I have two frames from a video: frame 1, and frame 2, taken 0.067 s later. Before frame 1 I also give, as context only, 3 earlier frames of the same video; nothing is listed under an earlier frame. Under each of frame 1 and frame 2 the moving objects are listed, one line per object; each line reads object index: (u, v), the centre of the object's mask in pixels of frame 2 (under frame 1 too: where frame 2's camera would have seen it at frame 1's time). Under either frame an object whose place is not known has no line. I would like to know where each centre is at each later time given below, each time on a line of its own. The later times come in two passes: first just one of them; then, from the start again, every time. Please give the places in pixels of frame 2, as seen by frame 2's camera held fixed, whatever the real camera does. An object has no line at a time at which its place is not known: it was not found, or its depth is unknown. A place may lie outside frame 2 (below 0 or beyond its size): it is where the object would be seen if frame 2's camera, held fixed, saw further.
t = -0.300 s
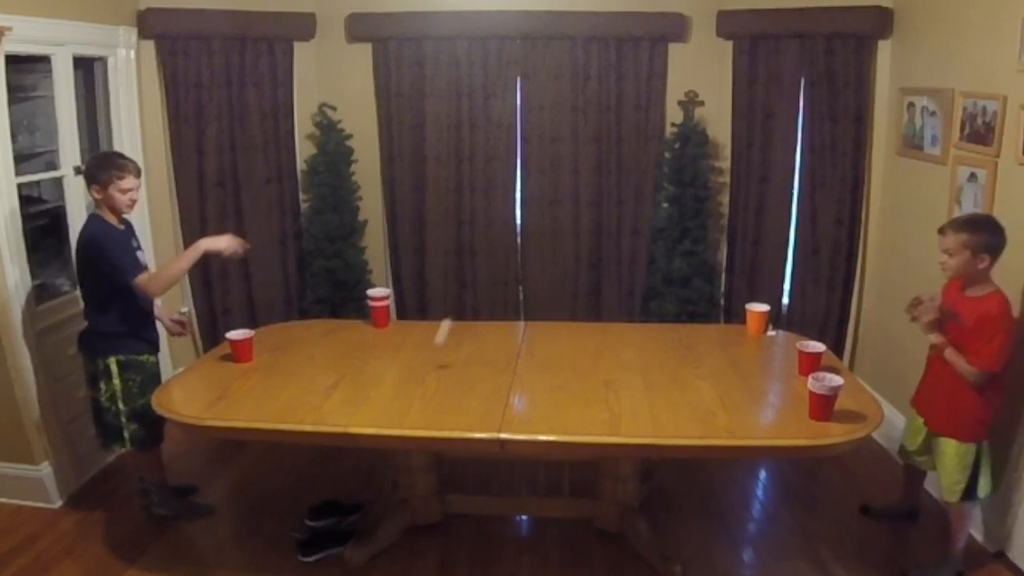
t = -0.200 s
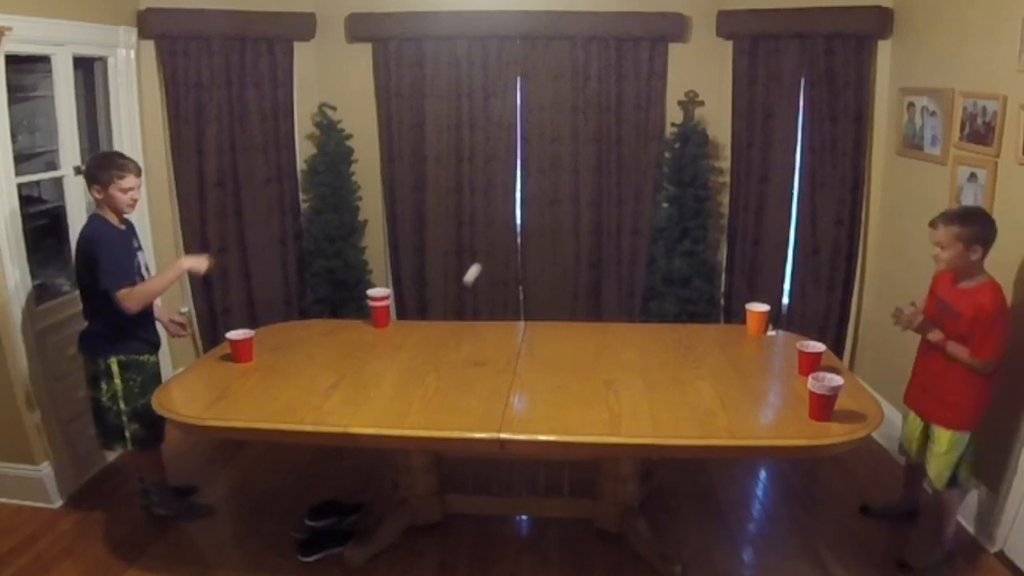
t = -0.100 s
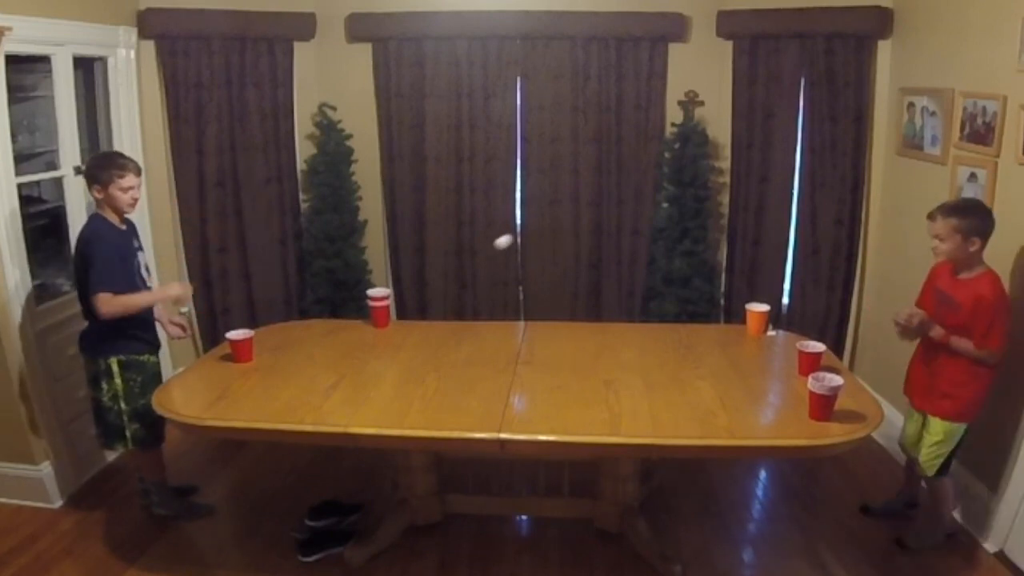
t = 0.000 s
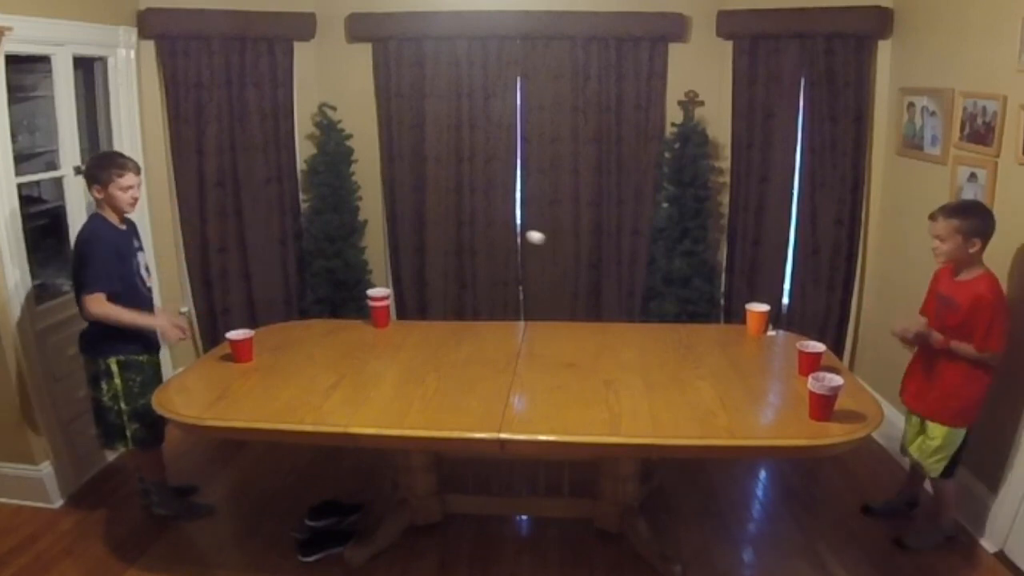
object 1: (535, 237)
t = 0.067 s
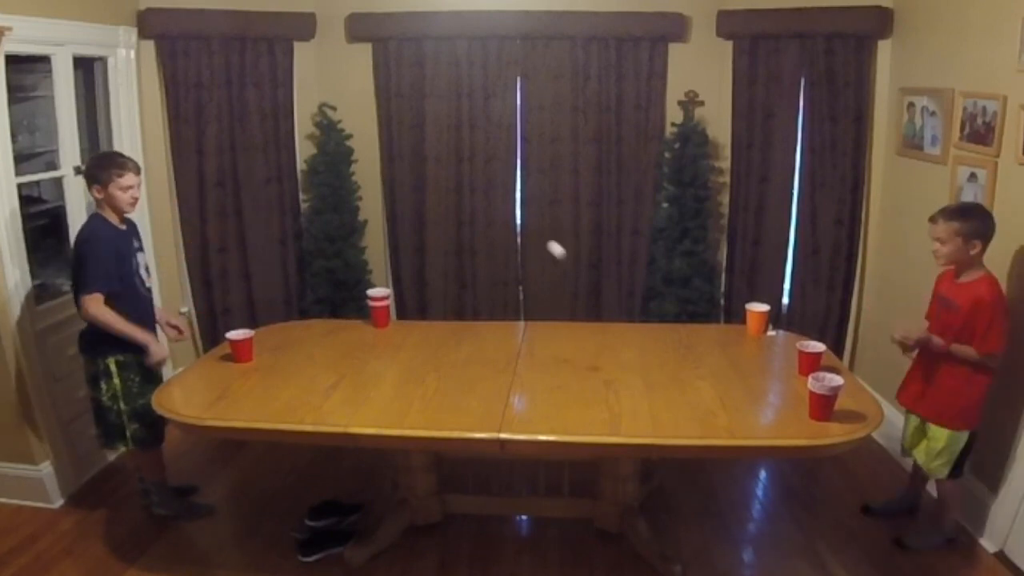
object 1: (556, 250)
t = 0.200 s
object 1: (595, 309)
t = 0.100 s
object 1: (566, 260)
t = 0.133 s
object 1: (577, 275)
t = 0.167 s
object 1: (586, 291)
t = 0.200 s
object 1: (595, 309)
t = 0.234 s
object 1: (605, 331)
